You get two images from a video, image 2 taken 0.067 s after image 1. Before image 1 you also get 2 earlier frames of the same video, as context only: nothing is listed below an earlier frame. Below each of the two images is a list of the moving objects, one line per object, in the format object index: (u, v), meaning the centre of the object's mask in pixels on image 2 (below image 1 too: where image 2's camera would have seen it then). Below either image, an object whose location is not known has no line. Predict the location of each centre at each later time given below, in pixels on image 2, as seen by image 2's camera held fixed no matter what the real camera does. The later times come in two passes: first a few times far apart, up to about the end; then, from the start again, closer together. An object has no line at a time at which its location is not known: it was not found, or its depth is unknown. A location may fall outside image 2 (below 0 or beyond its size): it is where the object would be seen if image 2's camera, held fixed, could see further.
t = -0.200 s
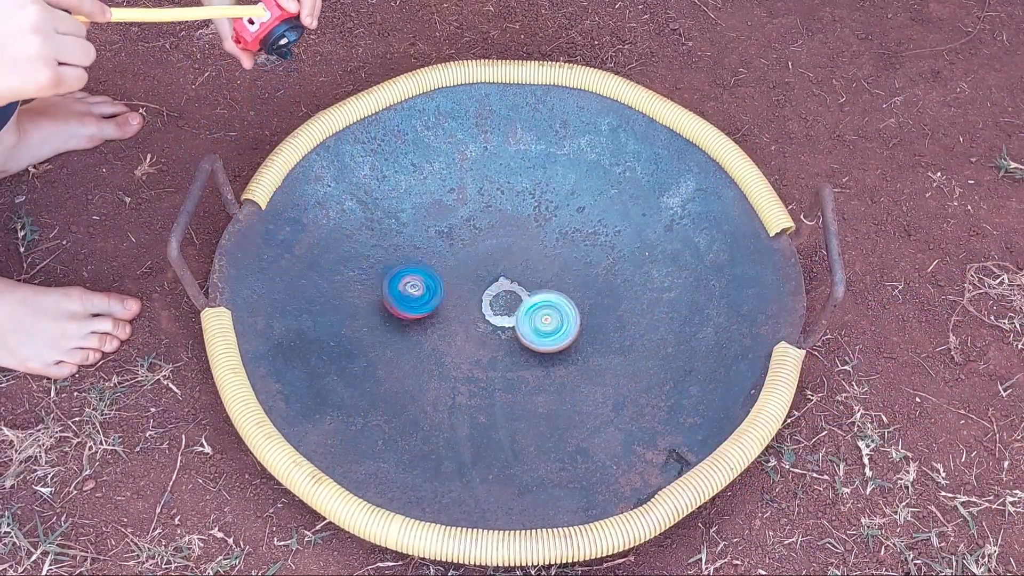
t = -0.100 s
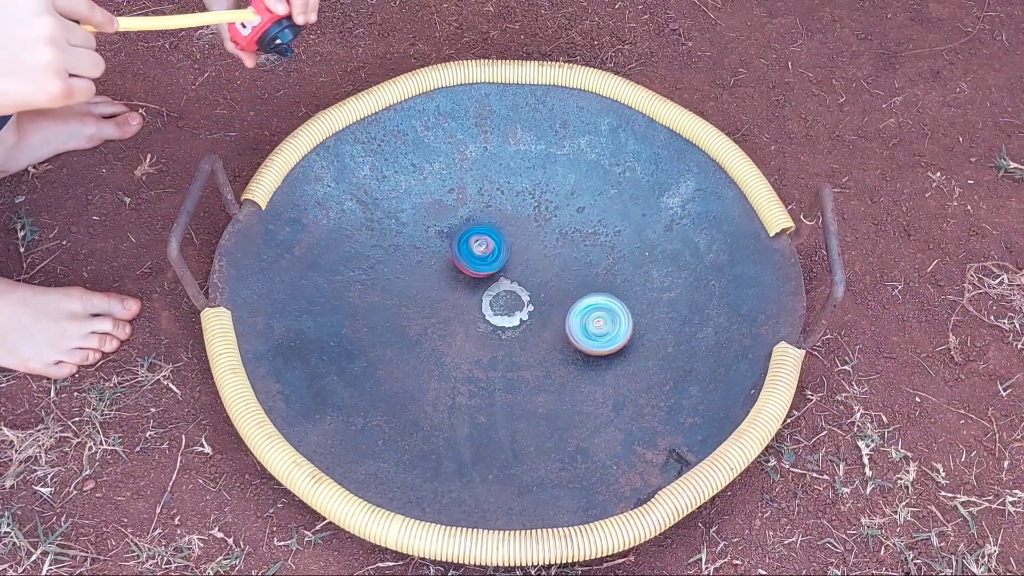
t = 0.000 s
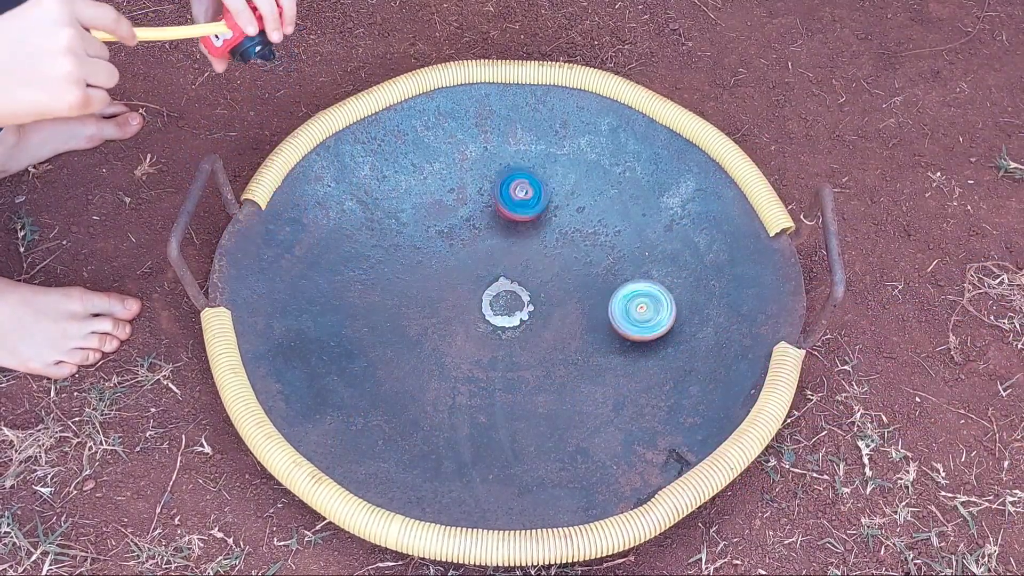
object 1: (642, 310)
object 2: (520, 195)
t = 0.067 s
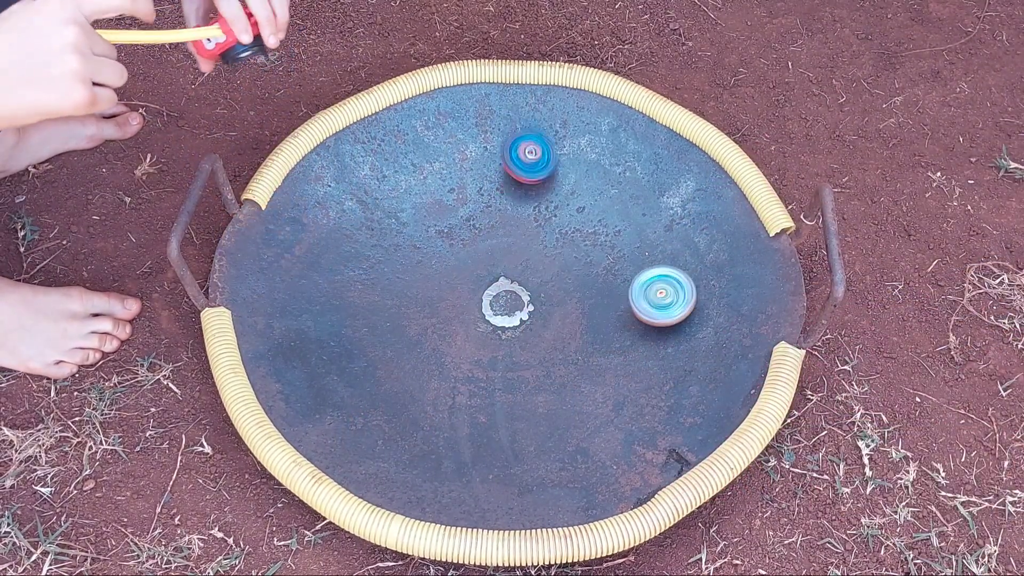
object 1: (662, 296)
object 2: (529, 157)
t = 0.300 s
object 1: (659, 237)
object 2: (449, 81)
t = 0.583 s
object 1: (541, 243)
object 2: (381, 250)
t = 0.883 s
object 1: (463, 332)
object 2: (644, 371)
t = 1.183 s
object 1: (489, 409)
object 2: (704, 223)
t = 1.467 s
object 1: (532, 380)
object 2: (390, 262)
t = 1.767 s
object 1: (478, 302)
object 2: (290, 412)
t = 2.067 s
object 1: (374, 272)
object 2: (523, 367)
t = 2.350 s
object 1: (341, 292)
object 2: (505, 184)
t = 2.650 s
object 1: (401, 295)
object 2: (342, 128)
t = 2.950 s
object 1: (459, 235)
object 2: (416, 313)
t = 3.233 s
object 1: (457, 186)
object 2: (639, 320)
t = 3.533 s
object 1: (449, 191)
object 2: (675, 184)
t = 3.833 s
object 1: (448, 264)
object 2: (517, 181)
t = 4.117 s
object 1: (342, 437)
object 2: (548, 88)
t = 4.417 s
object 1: (456, 475)
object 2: (509, 160)
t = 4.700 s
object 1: (556, 411)
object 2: (533, 300)
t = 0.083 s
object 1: (665, 291)
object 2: (529, 146)
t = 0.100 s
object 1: (668, 287)
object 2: (528, 138)
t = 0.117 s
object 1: (672, 283)
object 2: (526, 129)
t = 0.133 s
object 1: (674, 278)
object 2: (524, 119)
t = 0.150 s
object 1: (675, 273)
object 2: (520, 112)
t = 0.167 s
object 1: (676, 268)
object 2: (515, 102)
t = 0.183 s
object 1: (675, 263)
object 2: (510, 94)
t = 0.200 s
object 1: (675, 259)
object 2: (503, 85)
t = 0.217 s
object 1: (674, 256)
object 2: (495, 75)
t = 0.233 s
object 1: (672, 251)
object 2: (488, 72)
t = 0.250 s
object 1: (670, 248)
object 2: (478, 71)
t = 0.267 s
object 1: (667, 243)
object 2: (469, 72)
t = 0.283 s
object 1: (663, 240)
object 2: (459, 77)
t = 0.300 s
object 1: (659, 237)
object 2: (449, 81)
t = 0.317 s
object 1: (655, 234)
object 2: (439, 81)
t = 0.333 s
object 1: (650, 231)
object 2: (429, 85)
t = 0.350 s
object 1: (644, 229)
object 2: (419, 89)
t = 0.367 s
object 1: (638, 226)
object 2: (409, 96)
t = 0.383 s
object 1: (632, 225)
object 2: (400, 105)
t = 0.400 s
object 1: (625, 225)
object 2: (393, 116)
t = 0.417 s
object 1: (619, 224)
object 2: (385, 126)
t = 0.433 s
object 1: (611, 224)
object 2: (379, 137)
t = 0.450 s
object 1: (603, 224)
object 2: (375, 147)
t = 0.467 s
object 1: (595, 225)
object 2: (372, 158)
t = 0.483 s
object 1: (587, 226)
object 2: (370, 167)
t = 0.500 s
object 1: (579, 228)
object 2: (368, 181)
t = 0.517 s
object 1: (572, 231)
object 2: (368, 194)
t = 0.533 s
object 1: (564, 232)
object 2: (369, 208)
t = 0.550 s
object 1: (556, 236)
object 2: (371, 223)
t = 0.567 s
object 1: (548, 239)
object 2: (376, 235)
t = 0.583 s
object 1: (541, 243)
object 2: (381, 250)
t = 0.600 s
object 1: (534, 248)
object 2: (388, 264)
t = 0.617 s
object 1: (528, 252)
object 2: (397, 278)
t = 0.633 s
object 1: (522, 256)
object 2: (407, 291)
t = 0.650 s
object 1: (516, 261)
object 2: (418, 302)
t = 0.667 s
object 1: (512, 265)
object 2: (430, 313)
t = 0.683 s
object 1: (508, 270)
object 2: (444, 325)
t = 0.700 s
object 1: (505, 276)
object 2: (459, 336)
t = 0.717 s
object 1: (502, 280)
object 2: (474, 345)
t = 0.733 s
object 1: (498, 286)
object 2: (491, 353)
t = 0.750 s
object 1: (493, 291)
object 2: (506, 359)
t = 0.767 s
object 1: (488, 296)
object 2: (523, 364)
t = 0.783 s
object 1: (484, 301)
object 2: (541, 369)
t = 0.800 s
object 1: (479, 305)
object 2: (558, 372)
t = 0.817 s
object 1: (474, 309)
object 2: (575, 375)
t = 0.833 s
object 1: (470, 315)
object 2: (593, 375)
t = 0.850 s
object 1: (468, 321)
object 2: (610, 374)
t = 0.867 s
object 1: (465, 326)
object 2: (628, 374)
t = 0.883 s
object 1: (463, 332)
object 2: (644, 371)
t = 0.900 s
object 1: (462, 337)
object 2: (661, 366)
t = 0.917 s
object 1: (460, 342)
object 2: (676, 362)
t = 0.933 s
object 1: (459, 348)
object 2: (691, 357)
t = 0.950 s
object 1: (459, 354)
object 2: (704, 348)
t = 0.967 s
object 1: (459, 360)
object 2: (718, 340)
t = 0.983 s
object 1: (460, 365)
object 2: (731, 331)
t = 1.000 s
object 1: (460, 370)
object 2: (743, 321)
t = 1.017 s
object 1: (461, 376)
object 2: (751, 311)
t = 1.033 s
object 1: (463, 381)
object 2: (760, 298)
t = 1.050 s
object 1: (465, 386)
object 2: (768, 287)
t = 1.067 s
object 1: (468, 390)
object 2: (773, 275)
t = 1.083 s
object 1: (471, 393)
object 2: (777, 264)
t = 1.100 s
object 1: (473, 398)
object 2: (779, 252)
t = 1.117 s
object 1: (477, 401)
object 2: (776, 241)
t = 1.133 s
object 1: (480, 403)
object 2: (759, 235)
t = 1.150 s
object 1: (484, 406)
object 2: (740, 229)
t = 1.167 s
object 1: (487, 407)
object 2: (723, 224)
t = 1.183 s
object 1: (489, 409)
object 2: (704, 223)
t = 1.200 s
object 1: (493, 410)
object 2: (687, 222)
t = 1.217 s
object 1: (496, 411)
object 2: (668, 220)
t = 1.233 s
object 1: (500, 411)
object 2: (650, 216)
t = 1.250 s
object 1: (502, 410)
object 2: (633, 214)
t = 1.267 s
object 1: (505, 411)
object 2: (615, 215)
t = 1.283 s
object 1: (509, 410)
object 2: (595, 214)
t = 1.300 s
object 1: (513, 409)
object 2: (574, 218)
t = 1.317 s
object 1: (516, 407)
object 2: (553, 220)
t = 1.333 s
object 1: (518, 406)
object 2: (533, 223)
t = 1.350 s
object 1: (521, 404)
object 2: (512, 226)
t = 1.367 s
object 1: (524, 401)
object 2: (493, 230)
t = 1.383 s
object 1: (526, 398)
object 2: (474, 235)
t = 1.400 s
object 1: (528, 394)
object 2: (456, 239)
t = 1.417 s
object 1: (529, 391)
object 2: (439, 244)
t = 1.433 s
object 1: (531, 388)
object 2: (421, 249)
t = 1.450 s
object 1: (532, 384)
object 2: (406, 255)
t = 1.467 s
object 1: (532, 380)
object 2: (390, 262)
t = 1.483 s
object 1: (531, 376)
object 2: (376, 268)
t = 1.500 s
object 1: (531, 372)
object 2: (361, 276)
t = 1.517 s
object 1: (531, 368)
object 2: (346, 285)
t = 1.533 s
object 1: (530, 364)
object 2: (331, 292)
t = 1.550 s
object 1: (528, 359)
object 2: (318, 300)
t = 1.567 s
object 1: (525, 355)
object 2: (307, 309)
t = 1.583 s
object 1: (524, 350)
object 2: (297, 316)
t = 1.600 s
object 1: (522, 346)
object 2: (285, 326)
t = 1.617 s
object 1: (518, 340)
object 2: (276, 335)
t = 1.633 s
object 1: (514, 336)
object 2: (269, 344)
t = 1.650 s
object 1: (511, 332)
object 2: (264, 351)
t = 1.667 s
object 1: (507, 327)
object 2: (263, 358)
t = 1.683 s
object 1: (502, 322)
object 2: (261, 366)
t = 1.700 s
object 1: (497, 317)
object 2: (260, 376)
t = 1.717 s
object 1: (493, 314)
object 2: (267, 385)
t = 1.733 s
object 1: (488, 309)
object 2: (273, 392)
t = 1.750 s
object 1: (483, 306)
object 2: (281, 402)
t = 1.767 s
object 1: (478, 302)
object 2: (290, 412)
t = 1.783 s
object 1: (472, 298)
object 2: (303, 421)
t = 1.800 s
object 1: (467, 295)
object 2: (319, 430)
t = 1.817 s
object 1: (461, 292)
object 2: (335, 434)
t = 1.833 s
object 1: (455, 289)
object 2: (354, 437)
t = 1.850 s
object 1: (449, 287)
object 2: (371, 440)
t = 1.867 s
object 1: (444, 285)
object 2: (387, 440)
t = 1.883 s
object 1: (439, 282)
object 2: (402, 440)
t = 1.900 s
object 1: (432, 280)
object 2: (417, 438)
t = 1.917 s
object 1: (426, 278)
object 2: (430, 436)
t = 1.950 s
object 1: (415, 275)
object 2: (457, 427)
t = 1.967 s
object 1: (409, 273)
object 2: (470, 422)
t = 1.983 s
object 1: (402, 272)
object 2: (481, 413)
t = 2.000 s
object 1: (396, 272)
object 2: (491, 405)
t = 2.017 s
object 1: (391, 271)
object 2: (500, 397)
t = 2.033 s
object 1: (384, 271)
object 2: (509, 387)
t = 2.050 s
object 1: (379, 271)
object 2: (517, 379)
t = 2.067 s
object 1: (374, 272)
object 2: (523, 367)
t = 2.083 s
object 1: (369, 272)
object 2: (528, 356)
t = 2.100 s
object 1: (364, 272)
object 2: (533, 347)
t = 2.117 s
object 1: (359, 273)
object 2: (536, 335)
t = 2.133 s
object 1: (356, 274)
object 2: (539, 323)
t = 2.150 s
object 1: (353, 275)
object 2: (542, 312)
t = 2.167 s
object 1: (351, 275)
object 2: (543, 300)
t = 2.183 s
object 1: (348, 277)
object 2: (543, 290)
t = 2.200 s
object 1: (346, 278)
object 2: (542, 278)
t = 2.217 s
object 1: (345, 279)
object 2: (541, 267)
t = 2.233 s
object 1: (343, 280)
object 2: (538, 256)
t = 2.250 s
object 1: (341, 281)
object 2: (535, 245)
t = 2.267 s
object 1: (340, 283)
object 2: (532, 235)
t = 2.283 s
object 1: (340, 286)
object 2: (528, 224)
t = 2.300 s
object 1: (339, 286)
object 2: (524, 214)
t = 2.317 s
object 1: (339, 288)
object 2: (518, 205)
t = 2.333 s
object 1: (340, 290)
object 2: (512, 194)
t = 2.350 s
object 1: (341, 292)
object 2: (505, 184)
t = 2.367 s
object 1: (342, 293)
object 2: (499, 176)
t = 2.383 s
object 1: (343, 294)
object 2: (493, 168)
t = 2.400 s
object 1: (345, 296)
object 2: (485, 160)
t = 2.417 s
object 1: (348, 297)
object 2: (476, 154)
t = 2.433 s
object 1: (350, 297)
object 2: (469, 147)
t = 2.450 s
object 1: (352, 299)
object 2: (460, 139)
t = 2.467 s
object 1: (355, 300)
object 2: (450, 134)
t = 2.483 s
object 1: (359, 302)
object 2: (441, 129)
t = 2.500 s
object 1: (361, 301)
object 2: (430, 124)
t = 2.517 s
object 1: (365, 303)
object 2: (419, 121)
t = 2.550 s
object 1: (374, 302)
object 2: (399, 115)
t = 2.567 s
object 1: (377, 301)
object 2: (389, 114)
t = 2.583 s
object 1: (382, 301)
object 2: (377, 113)
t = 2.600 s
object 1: (387, 299)
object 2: (368, 115)
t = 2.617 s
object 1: (392, 298)
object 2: (359, 117)
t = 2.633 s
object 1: (395, 296)
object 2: (350, 122)
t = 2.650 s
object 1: (401, 295)
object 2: (342, 128)
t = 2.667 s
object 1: (405, 293)
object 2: (335, 136)
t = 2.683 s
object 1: (410, 290)
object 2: (329, 146)
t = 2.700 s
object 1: (414, 288)
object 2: (324, 157)
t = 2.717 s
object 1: (419, 285)
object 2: (322, 165)
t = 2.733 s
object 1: (423, 283)
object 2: (321, 175)
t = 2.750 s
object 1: (427, 279)
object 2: (320, 188)
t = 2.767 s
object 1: (430, 277)
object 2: (322, 201)
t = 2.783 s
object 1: (434, 273)
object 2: (325, 214)
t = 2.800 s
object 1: (438, 270)
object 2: (329, 227)
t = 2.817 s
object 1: (440, 267)
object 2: (336, 239)
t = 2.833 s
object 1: (444, 264)
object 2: (344, 252)
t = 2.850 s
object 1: (447, 260)
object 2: (353, 263)
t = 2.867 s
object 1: (449, 255)
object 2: (360, 272)
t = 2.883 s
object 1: (451, 251)
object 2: (370, 282)
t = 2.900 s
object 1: (454, 247)
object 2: (381, 290)
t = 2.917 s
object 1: (455, 243)
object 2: (393, 298)
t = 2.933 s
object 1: (457, 238)
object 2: (404, 305)
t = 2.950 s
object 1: (459, 235)
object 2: (416, 313)
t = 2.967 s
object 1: (460, 231)
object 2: (430, 318)
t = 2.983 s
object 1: (462, 227)
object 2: (443, 324)
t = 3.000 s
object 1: (462, 223)
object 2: (456, 329)
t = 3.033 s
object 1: (463, 216)
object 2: (488, 337)
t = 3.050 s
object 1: (463, 212)
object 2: (502, 339)
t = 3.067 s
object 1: (463, 209)
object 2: (516, 341)
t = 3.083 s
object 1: (463, 206)
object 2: (531, 342)
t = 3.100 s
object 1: (463, 203)
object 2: (542, 340)
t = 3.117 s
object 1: (462, 201)
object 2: (555, 340)
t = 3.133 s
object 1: (462, 199)
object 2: (567, 339)
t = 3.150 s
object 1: (462, 197)
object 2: (580, 337)
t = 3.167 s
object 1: (460, 193)
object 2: (592, 334)
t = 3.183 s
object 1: (460, 192)
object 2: (606, 331)
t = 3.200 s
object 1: (460, 190)
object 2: (616, 327)
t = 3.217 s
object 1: (458, 187)
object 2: (627, 323)
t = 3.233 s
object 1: (457, 186)
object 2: (639, 320)
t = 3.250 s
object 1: (456, 184)
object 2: (646, 313)
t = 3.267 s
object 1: (455, 183)
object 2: (656, 308)
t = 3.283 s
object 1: (453, 181)
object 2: (664, 301)
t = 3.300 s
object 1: (453, 182)
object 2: (672, 294)
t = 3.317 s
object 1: (453, 181)
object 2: (679, 286)
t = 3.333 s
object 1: (453, 180)
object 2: (686, 279)
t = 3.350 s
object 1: (453, 181)
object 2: (690, 269)
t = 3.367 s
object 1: (452, 180)
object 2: (694, 262)
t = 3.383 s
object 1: (452, 180)
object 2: (698, 253)
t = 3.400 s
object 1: (450, 180)
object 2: (699, 245)
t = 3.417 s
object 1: (450, 180)
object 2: (701, 237)
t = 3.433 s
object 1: (450, 181)
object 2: (699, 228)
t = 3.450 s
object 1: (449, 182)
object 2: (699, 220)
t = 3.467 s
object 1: (450, 184)
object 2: (696, 211)
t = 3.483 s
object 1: (450, 186)
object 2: (693, 205)
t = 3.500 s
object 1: (449, 187)
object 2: (687, 197)
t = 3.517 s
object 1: (449, 189)
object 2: (681, 190)
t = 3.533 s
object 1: (449, 191)
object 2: (675, 184)
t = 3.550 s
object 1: (449, 193)
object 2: (666, 180)
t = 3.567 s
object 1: (449, 197)
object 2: (658, 175)
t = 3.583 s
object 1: (451, 200)
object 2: (650, 171)
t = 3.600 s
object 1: (452, 202)
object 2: (639, 167)
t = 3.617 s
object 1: (452, 205)
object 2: (630, 165)
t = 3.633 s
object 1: (454, 208)
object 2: (618, 164)
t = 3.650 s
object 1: (456, 211)
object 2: (607, 165)
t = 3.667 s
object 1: (457, 213)
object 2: (596, 164)
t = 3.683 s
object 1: (458, 216)
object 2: (585, 167)
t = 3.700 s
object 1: (460, 219)
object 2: (574, 168)
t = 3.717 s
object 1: (463, 223)
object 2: (563, 170)
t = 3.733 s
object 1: (465, 226)
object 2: (552, 173)
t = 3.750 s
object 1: (467, 228)
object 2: (542, 177)
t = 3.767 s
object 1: (471, 231)
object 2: (531, 180)
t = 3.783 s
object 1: (471, 233)
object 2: (520, 186)
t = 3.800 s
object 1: (474, 236)
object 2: (511, 190)
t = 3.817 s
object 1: (465, 247)
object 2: (511, 189)
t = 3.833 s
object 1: (448, 264)
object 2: (517, 181)
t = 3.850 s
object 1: (432, 280)
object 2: (522, 174)
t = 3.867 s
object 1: (417, 294)
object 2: (528, 167)
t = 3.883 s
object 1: (404, 309)
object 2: (533, 162)
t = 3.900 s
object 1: (391, 324)
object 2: (537, 155)
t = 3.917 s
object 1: (378, 337)
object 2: (540, 150)
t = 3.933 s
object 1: (368, 349)
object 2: (543, 142)
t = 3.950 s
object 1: (360, 359)
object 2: (546, 138)
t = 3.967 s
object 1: (353, 370)
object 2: (547, 132)
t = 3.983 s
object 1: (347, 379)
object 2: (549, 127)
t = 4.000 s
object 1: (345, 387)
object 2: (550, 120)
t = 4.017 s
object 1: (344, 395)
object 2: (552, 115)
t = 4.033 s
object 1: (344, 402)
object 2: (552, 110)
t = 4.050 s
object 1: (342, 410)
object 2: (553, 105)
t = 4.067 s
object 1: (341, 417)
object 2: (552, 100)
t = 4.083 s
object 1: (342, 424)
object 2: (551, 95)
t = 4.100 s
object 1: (342, 431)
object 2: (549, 91)
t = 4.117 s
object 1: (342, 437)
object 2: (548, 88)
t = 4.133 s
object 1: (342, 443)
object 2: (547, 85)
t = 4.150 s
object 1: (347, 446)
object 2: (545, 83)
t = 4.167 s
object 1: (353, 450)
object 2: (542, 83)
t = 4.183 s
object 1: (359, 455)
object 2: (540, 84)
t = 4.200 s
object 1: (366, 458)
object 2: (536, 86)
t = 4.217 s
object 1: (371, 460)
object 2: (533, 88)
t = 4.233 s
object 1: (378, 461)
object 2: (531, 90)
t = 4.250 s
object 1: (384, 462)
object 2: (528, 94)
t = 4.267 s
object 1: (392, 465)
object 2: (525, 99)
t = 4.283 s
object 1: (399, 466)
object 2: (523, 103)
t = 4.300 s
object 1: (406, 469)
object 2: (520, 110)
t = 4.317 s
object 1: (412, 470)
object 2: (517, 114)
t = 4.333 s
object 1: (417, 471)
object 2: (515, 122)
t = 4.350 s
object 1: (425, 472)
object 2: (514, 129)
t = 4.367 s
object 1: (432, 472)
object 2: (512, 136)
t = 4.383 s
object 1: (440, 473)
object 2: (511, 144)
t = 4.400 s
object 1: (448, 474)
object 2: (510, 151)
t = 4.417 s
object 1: (456, 475)
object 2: (509, 160)
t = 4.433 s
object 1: (463, 475)
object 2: (509, 167)
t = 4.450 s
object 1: (470, 474)
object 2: (509, 175)
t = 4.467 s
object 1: (479, 472)
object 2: (510, 184)
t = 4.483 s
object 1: (485, 470)
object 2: (510, 192)
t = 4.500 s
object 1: (494, 468)
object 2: (510, 200)
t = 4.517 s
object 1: (501, 464)
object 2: (511, 208)
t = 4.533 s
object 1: (508, 462)
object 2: (513, 217)
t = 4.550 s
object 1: (515, 458)
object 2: (512, 226)
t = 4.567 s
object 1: (520, 454)
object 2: (514, 233)
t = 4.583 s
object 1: (526, 449)
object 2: (516, 242)
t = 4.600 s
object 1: (530, 444)
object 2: (517, 250)
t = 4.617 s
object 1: (536, 438)
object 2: (519, 258)
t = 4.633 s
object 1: (540, 432)
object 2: (522, 265)
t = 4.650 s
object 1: (545, 428)
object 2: (524, 276)
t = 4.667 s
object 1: (550, 422)
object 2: (527, 284)
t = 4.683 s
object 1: (552, 417)
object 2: (530, 292)
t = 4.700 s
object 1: (556, 411)
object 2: (533, 300)
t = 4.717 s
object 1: (558, 405)
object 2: (536, 309)
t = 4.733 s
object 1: (561, 398)
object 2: (539, 318)
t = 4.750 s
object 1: (562, 391)
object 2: (541, 325)
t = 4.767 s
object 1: (565, 385)
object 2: (545, 330)
